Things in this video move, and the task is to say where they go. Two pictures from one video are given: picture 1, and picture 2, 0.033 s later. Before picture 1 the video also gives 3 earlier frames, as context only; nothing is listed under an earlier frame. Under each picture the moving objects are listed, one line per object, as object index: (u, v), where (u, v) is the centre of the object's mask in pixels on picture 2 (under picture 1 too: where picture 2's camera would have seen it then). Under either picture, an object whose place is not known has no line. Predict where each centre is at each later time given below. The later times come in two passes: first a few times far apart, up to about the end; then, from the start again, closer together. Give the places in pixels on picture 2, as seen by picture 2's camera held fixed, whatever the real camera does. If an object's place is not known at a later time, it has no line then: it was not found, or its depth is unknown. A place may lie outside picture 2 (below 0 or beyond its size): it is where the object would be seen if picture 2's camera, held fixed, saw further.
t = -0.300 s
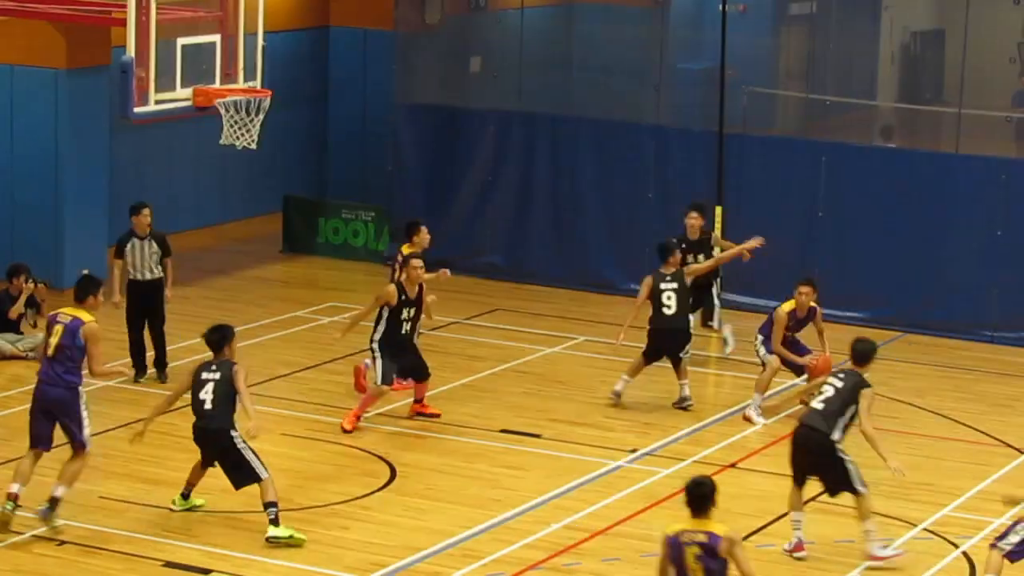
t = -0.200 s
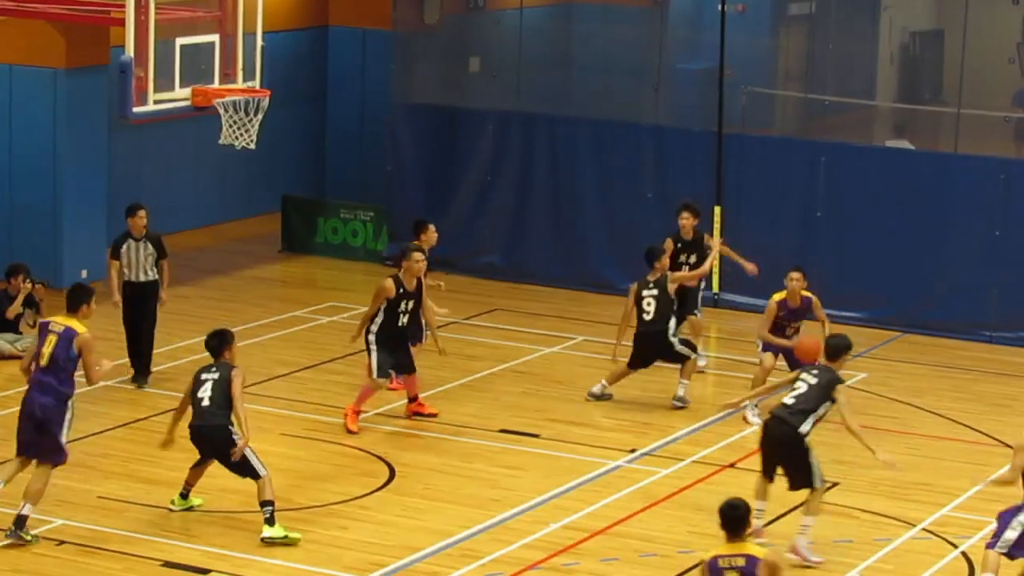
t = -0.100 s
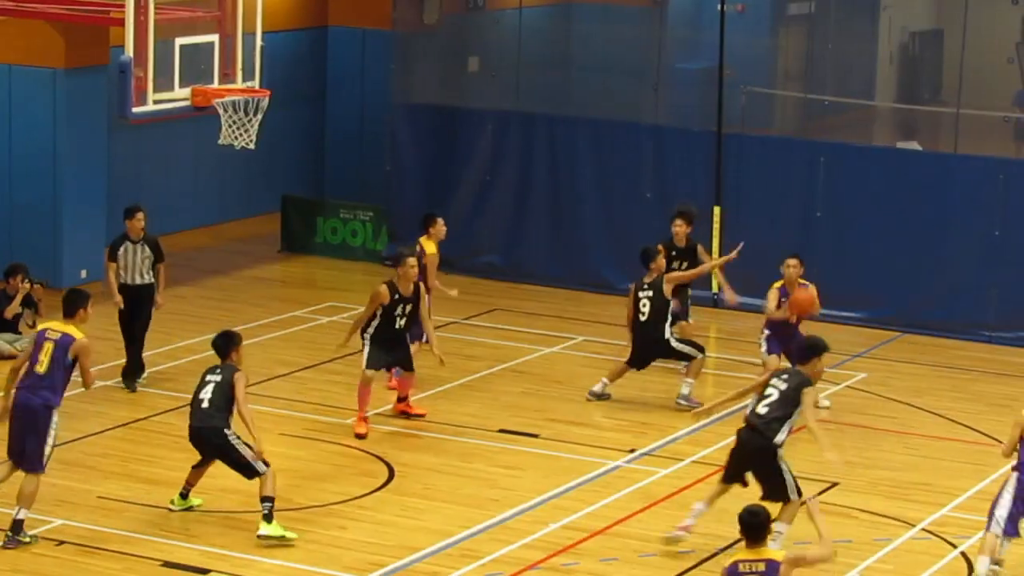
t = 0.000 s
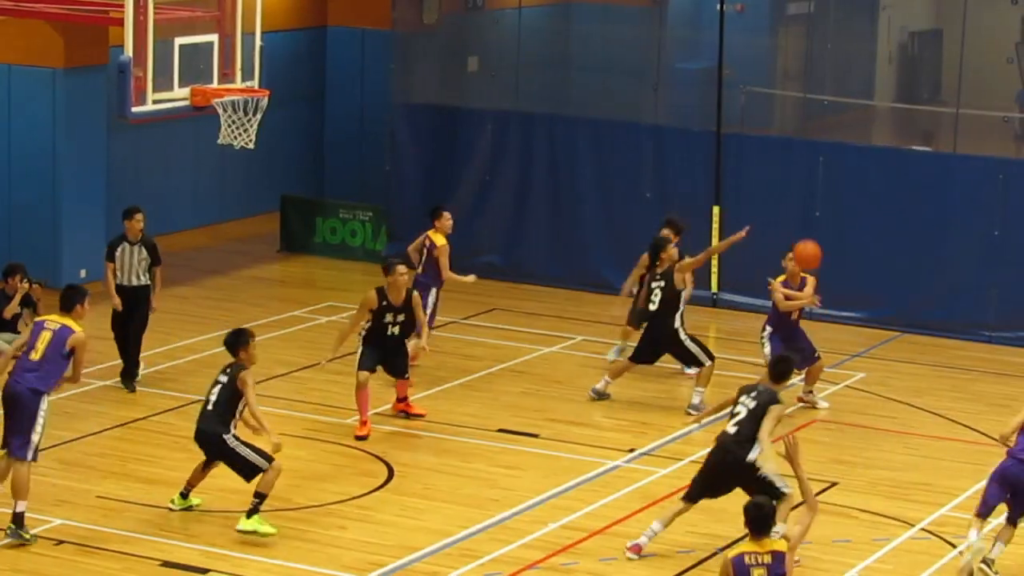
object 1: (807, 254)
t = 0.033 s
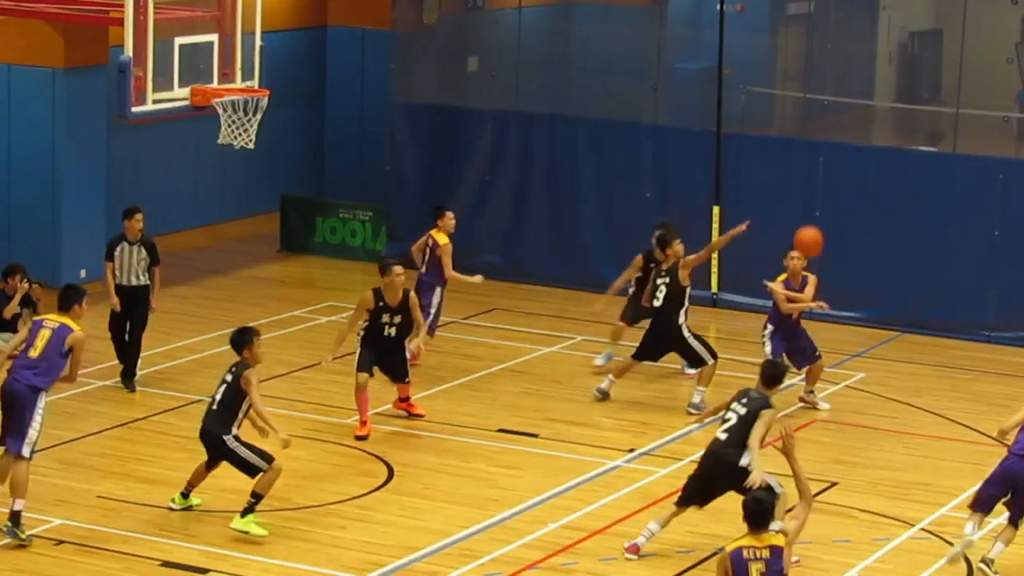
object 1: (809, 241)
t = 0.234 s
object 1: (818, 178)
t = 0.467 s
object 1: (826, 155)
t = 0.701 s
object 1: (834, 195)
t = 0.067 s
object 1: (810, 228)
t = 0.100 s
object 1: (811, 216)
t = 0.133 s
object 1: (813, 205)
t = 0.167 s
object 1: (815, 195)
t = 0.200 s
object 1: (816, 186)
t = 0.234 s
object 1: (818, 178)
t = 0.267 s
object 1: (819, 171)
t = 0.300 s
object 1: (820, 165)
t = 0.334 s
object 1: (822, 161)
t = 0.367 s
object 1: (824, 158)
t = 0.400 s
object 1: (825, 156)
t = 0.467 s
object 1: (826, 155)
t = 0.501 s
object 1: (827, 156)
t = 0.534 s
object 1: (828, 158)
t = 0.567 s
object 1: (829, 163)
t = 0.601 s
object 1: (831, 168)
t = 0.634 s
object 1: (832, 175)
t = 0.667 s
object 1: (833, 184)
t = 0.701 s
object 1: (834, 195)
